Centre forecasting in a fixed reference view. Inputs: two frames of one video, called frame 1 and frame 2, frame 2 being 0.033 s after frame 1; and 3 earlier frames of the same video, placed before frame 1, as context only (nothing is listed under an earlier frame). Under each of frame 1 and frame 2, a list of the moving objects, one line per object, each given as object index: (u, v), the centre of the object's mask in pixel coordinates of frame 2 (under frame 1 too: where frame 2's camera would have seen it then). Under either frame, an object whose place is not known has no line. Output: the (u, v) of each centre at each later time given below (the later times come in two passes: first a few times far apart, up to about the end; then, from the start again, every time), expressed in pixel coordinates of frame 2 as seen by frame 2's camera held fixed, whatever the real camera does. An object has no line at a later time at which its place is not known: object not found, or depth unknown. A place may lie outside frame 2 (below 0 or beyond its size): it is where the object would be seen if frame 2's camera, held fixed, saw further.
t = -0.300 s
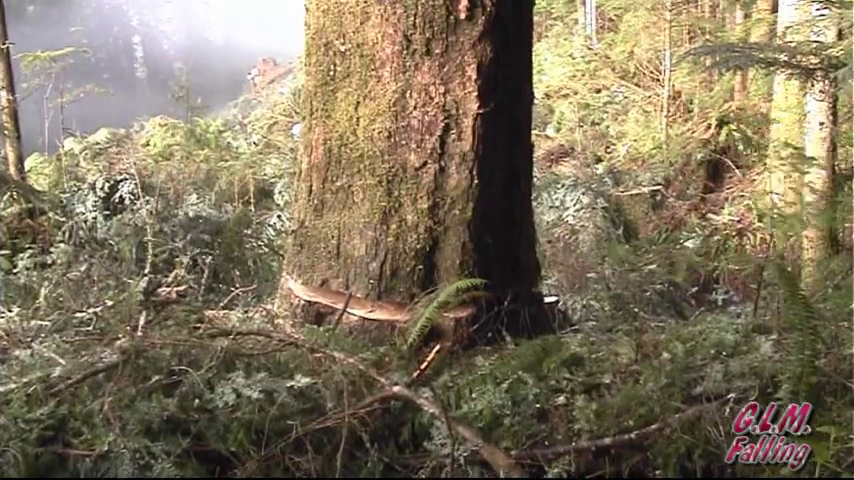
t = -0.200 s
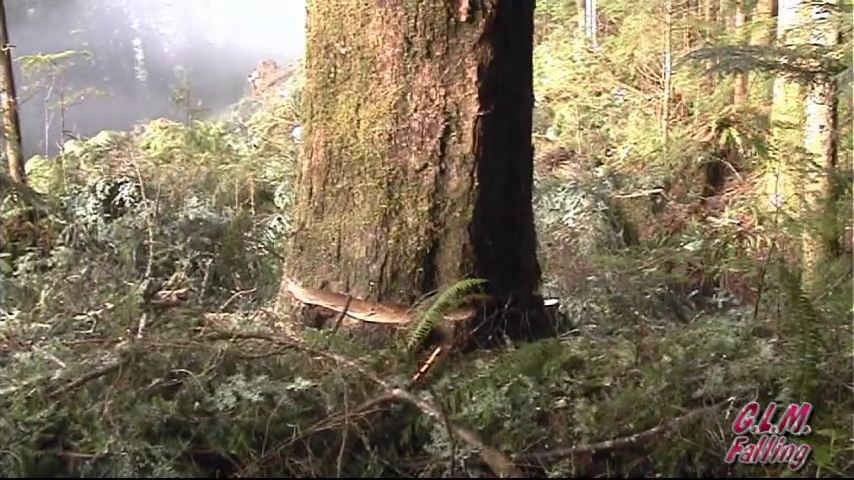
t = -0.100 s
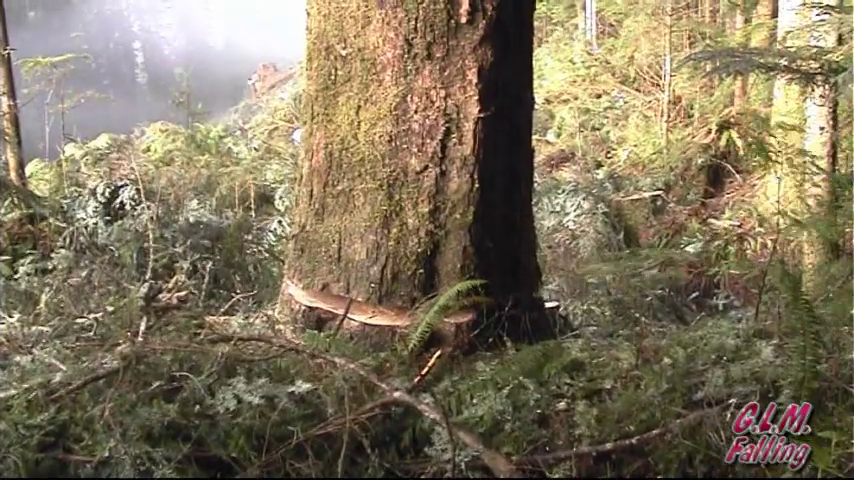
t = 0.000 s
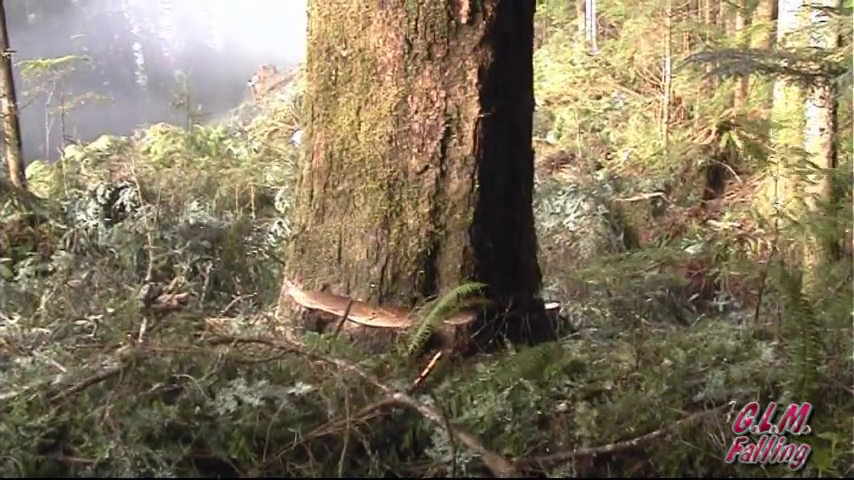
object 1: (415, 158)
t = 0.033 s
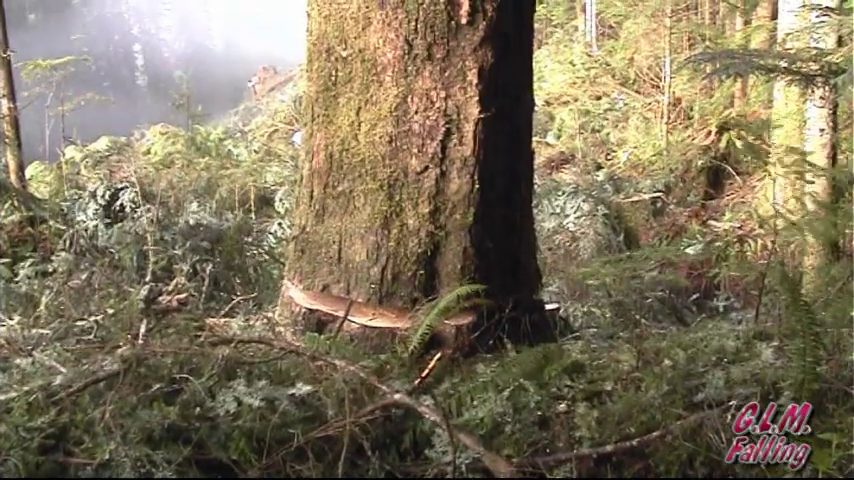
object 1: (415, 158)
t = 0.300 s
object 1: (415, 156)
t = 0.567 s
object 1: (416, 153)
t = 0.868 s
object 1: (416, 148)
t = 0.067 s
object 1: (415, 158)
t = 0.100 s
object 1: (415, 158)
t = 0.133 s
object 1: (415, 157)
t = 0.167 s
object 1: (415, 157)
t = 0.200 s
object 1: (415, 157)
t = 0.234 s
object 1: (415, 157)
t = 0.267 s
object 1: (415, 156)
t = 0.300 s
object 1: (415, 156)
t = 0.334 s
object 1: (415, 155)
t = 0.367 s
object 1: (415, 155)
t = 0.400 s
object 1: (416, 155)
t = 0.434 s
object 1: (416, 155)
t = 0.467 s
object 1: (416, 154)
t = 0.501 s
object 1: (416, 154)
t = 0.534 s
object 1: (416, 153)
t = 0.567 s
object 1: (416, 153)
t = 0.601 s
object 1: (416, 152)
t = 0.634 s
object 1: (416, 152)
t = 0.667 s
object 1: (416, 151)
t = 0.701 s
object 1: (416, 151)
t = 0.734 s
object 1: (417, 151)
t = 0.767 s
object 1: (417, 151)
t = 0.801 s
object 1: (416, 150)
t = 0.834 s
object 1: (416, 149)
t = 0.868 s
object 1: (416, 148)
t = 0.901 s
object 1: (416, 148)
